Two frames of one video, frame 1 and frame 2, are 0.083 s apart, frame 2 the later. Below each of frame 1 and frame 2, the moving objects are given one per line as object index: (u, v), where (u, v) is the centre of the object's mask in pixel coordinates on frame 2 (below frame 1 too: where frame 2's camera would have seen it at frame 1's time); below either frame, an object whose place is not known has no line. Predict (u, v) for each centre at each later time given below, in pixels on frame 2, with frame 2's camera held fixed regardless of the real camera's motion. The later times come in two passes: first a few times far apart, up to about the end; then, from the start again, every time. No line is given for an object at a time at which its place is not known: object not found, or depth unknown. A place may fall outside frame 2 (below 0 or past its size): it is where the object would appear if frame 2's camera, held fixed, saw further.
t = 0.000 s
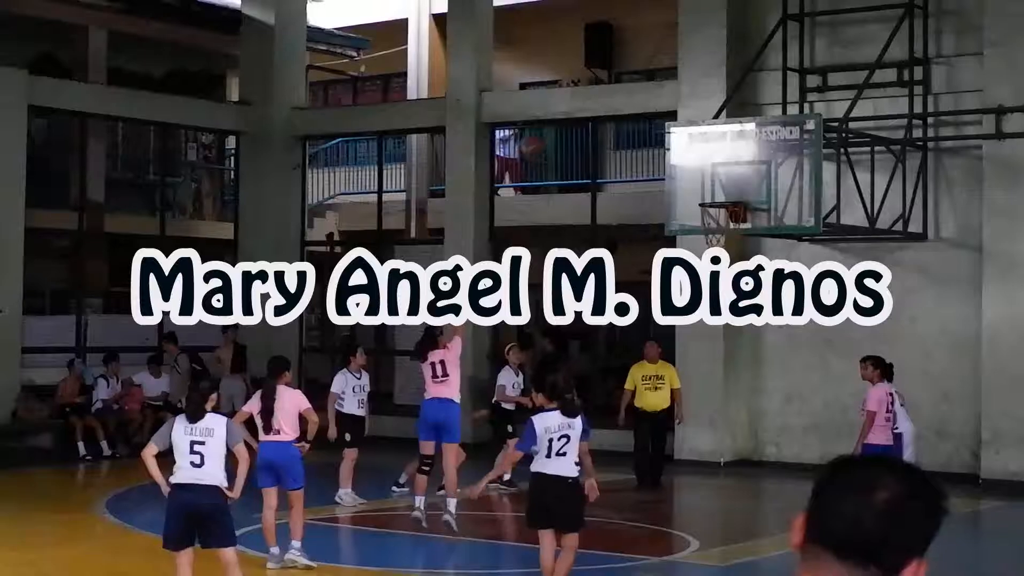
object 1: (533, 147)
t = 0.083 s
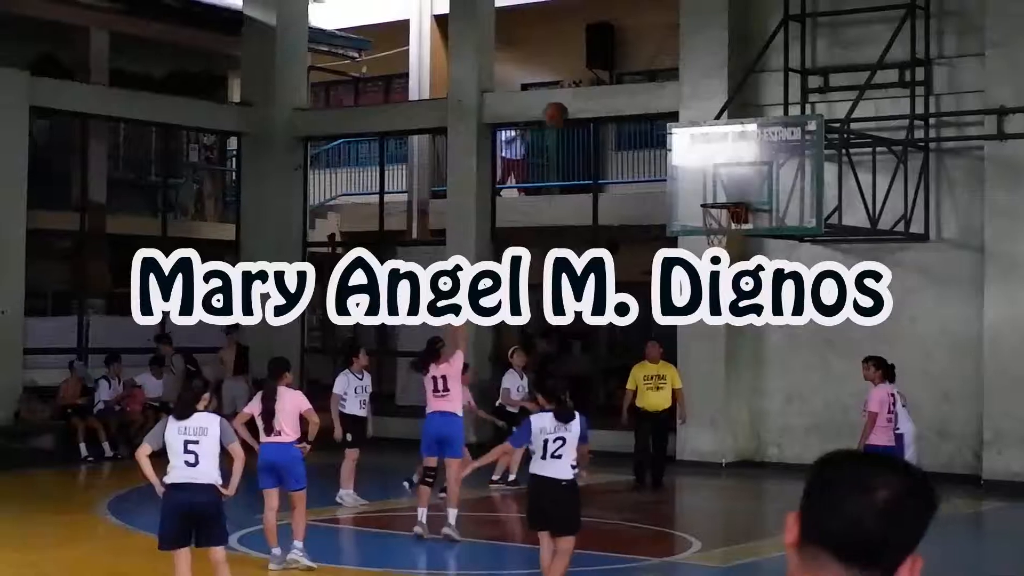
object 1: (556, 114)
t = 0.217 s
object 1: (585, 82)
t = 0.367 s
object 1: (617, 74)
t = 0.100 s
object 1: (559, 108)
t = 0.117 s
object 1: (563, 104)
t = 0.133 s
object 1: (567, 98)
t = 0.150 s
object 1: (571, 96)
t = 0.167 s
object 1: (574, 91)
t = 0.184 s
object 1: (578, 88)
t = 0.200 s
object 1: (583, 84)
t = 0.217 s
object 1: (585, 82)
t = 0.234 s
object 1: (590, 80)
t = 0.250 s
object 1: (593, 78)
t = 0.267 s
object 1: (596, 76)
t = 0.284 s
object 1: (599, 75)
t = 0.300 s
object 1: (600, 75)
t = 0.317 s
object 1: (603, 76)
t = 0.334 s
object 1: (604, 76)
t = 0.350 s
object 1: (609, 73)
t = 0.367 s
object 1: (617, 74)
